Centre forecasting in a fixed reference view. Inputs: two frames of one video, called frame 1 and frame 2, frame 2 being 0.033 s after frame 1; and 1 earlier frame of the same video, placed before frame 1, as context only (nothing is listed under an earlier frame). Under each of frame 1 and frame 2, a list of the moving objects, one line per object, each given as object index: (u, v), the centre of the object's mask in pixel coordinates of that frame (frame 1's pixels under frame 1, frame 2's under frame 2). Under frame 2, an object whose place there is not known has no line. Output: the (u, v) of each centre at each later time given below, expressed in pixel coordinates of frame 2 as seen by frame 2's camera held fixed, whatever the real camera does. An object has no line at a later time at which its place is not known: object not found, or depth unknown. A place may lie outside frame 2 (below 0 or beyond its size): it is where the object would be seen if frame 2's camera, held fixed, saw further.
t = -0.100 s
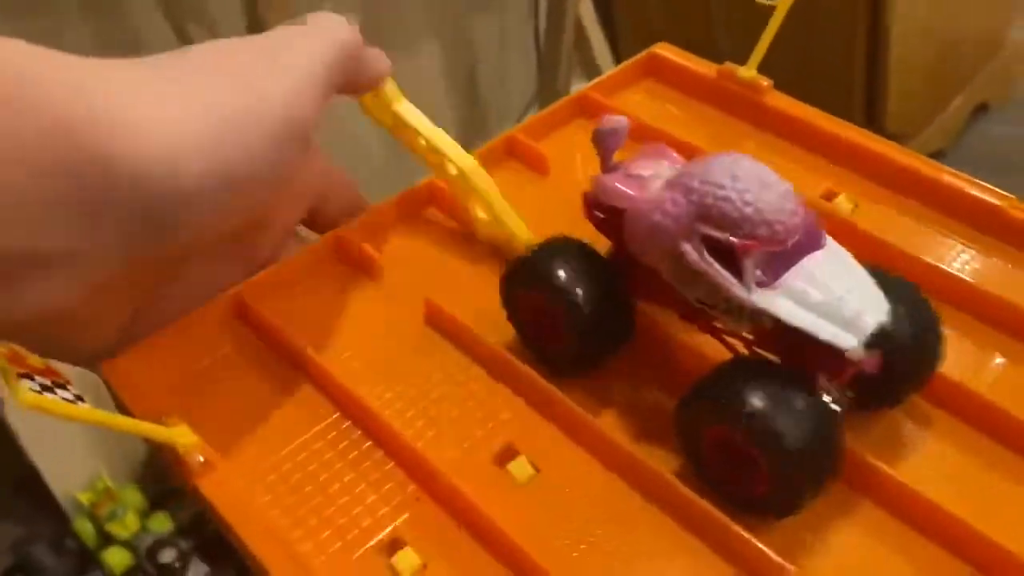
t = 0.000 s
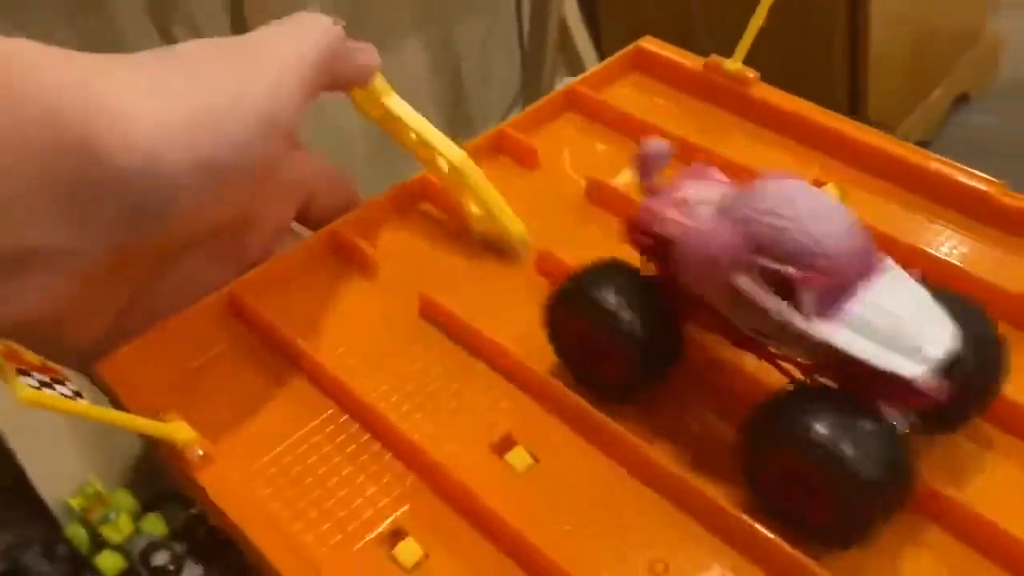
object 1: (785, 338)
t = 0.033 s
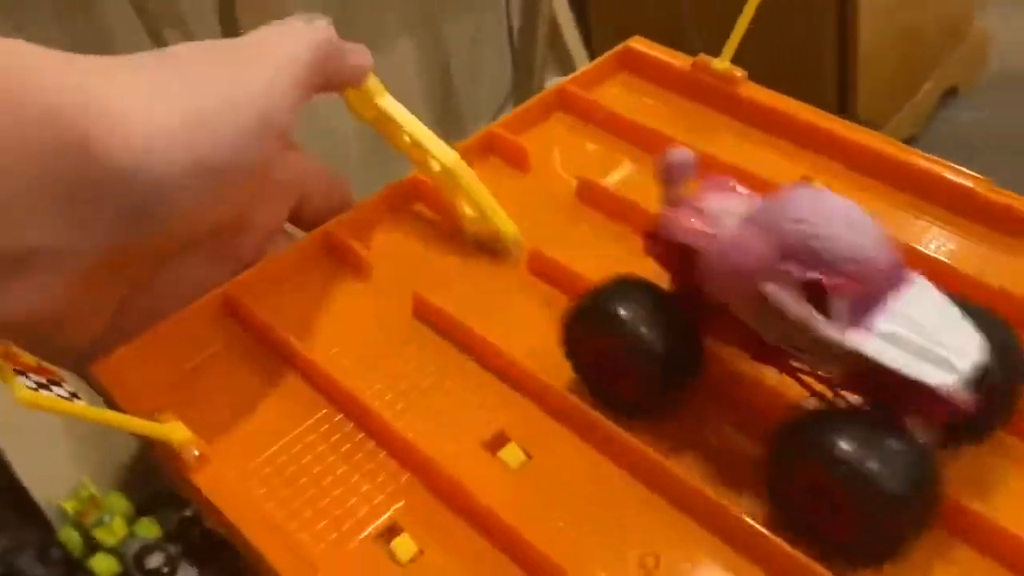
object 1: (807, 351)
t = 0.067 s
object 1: (840, 372)
